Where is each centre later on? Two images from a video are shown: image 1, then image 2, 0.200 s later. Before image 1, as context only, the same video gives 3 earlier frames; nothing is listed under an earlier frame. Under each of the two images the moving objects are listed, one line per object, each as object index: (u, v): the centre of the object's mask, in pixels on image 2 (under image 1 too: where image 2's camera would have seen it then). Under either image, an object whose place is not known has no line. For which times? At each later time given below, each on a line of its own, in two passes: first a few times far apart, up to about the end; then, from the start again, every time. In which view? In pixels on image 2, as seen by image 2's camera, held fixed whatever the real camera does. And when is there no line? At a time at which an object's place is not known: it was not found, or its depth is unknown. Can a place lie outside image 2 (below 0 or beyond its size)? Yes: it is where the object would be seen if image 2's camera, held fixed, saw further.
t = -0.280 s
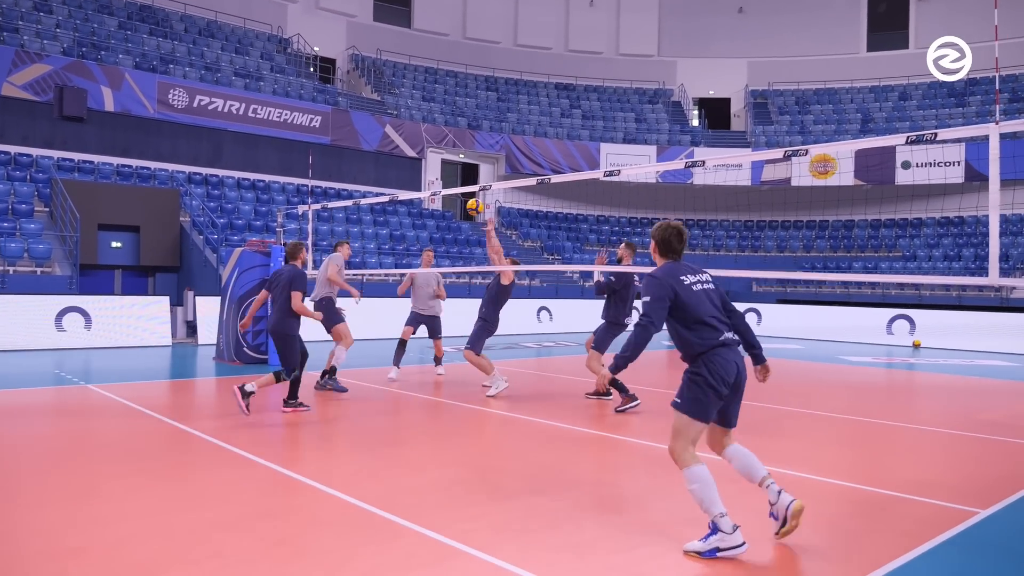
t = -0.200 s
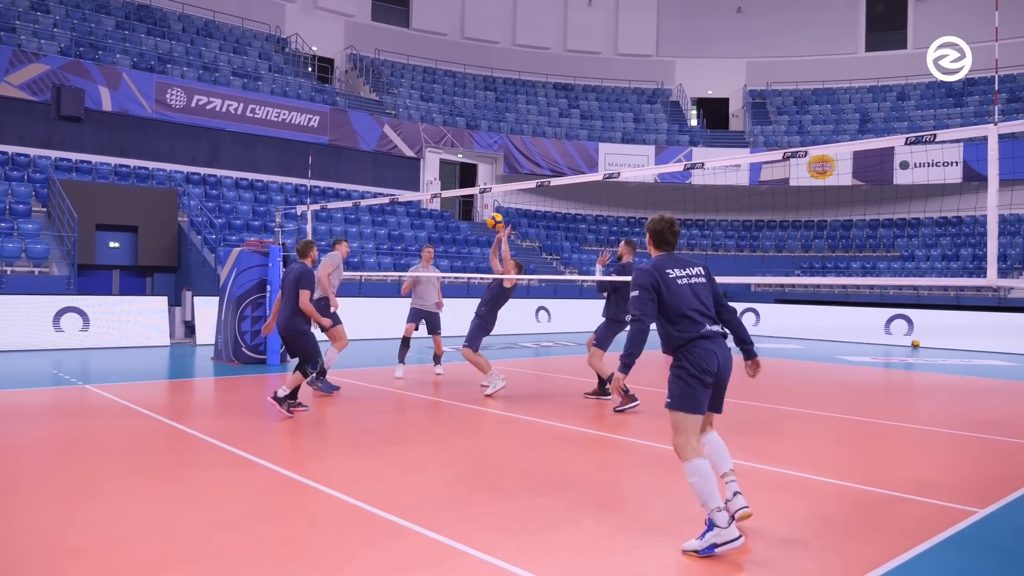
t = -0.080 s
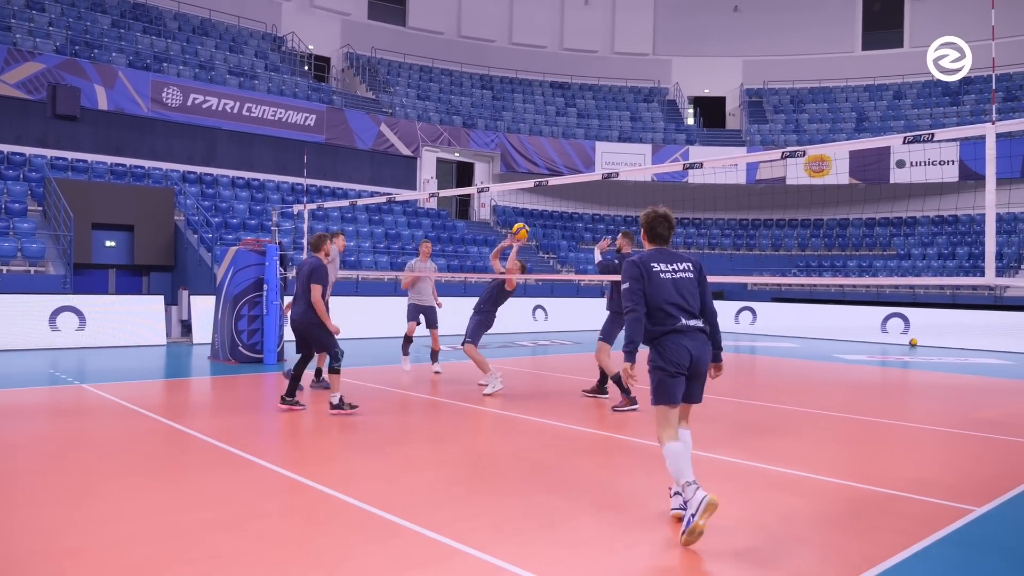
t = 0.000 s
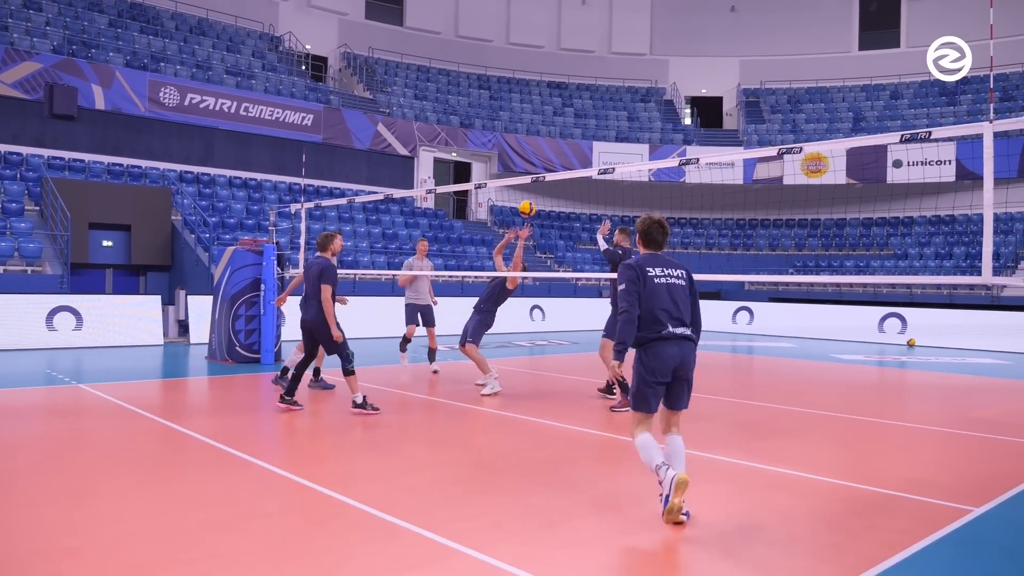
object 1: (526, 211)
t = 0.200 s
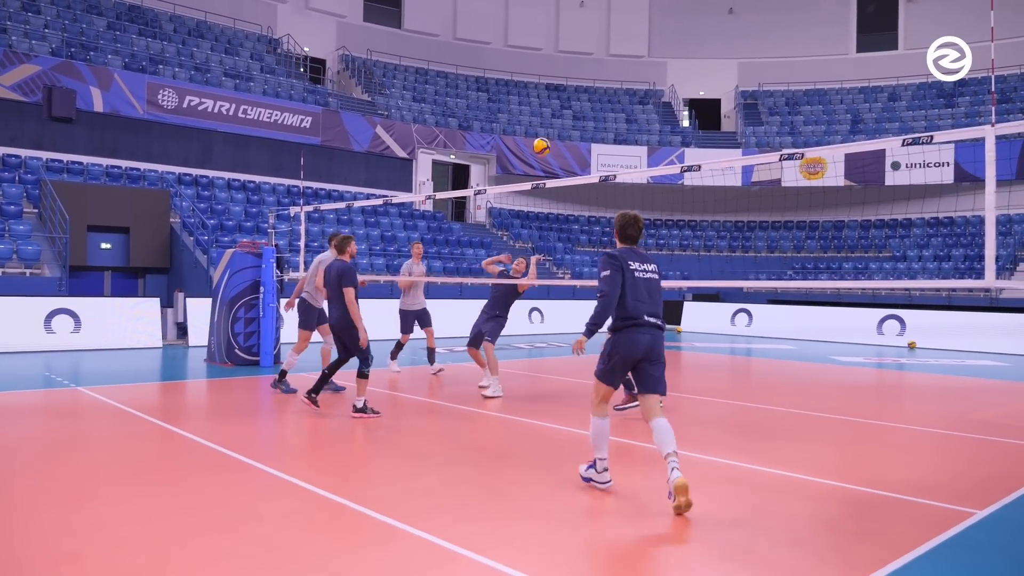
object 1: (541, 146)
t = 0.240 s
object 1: (545, 137)
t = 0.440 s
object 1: (561, 107)
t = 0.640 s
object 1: (579, 111)
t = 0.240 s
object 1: (545, 137)
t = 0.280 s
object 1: (548, 128)
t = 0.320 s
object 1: (551, 121)
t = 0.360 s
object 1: (555, 116)
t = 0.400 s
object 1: (558, 111)
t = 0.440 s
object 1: (561, 107)
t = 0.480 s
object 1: (565, 105)
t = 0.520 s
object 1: (568, 105)
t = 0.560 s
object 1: (572, 105)
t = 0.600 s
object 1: (575, 107)
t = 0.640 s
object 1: (579, 111)
